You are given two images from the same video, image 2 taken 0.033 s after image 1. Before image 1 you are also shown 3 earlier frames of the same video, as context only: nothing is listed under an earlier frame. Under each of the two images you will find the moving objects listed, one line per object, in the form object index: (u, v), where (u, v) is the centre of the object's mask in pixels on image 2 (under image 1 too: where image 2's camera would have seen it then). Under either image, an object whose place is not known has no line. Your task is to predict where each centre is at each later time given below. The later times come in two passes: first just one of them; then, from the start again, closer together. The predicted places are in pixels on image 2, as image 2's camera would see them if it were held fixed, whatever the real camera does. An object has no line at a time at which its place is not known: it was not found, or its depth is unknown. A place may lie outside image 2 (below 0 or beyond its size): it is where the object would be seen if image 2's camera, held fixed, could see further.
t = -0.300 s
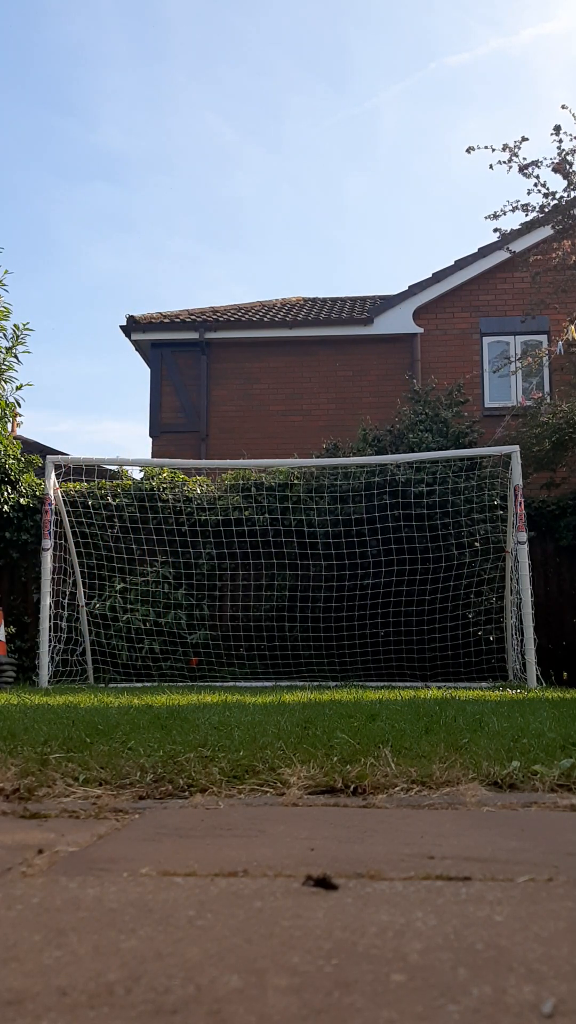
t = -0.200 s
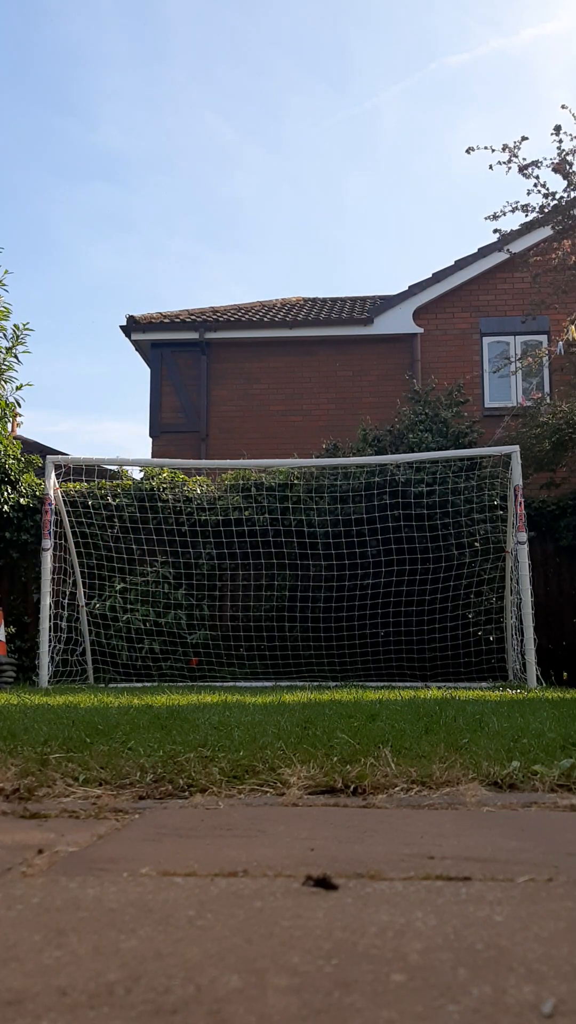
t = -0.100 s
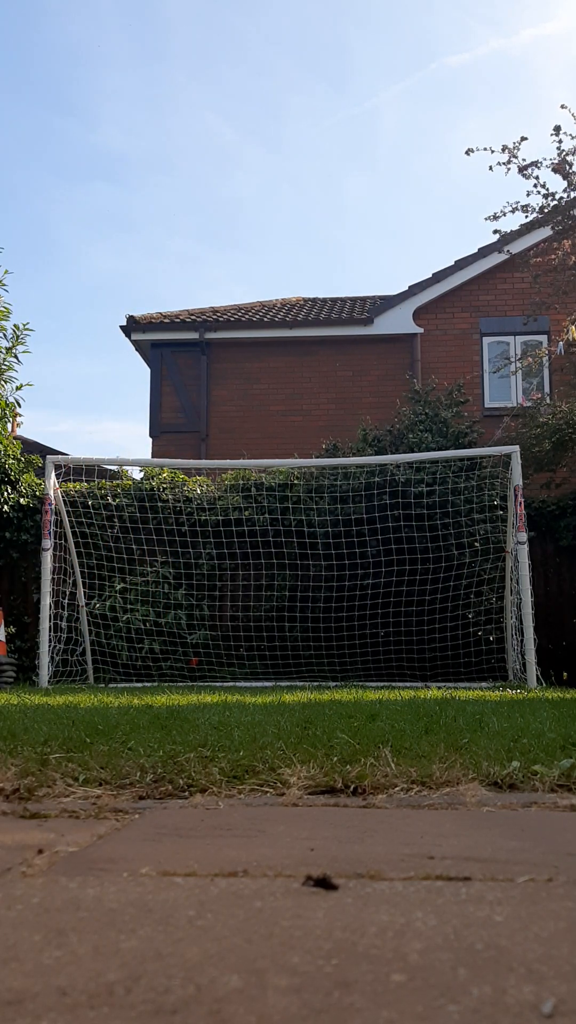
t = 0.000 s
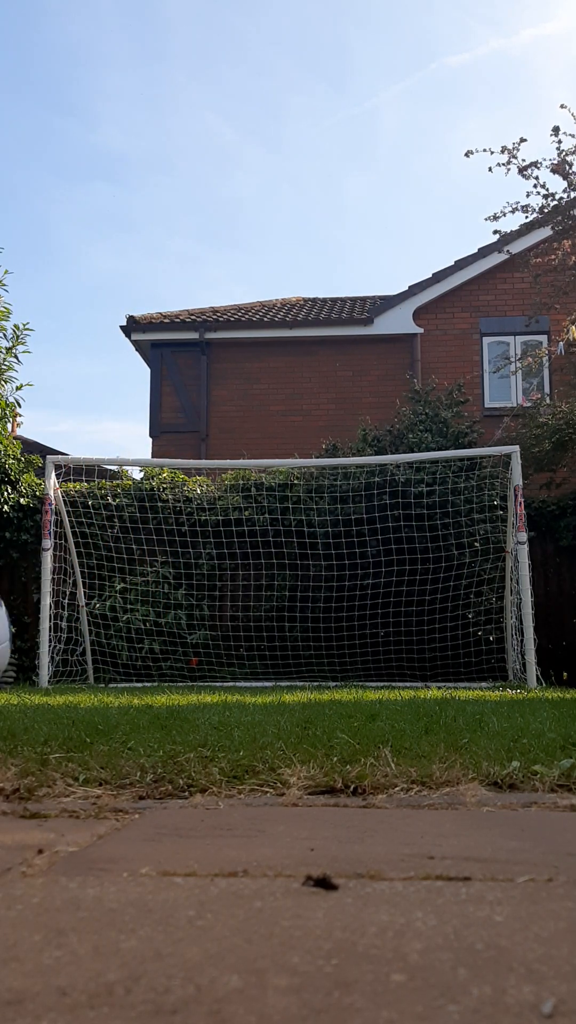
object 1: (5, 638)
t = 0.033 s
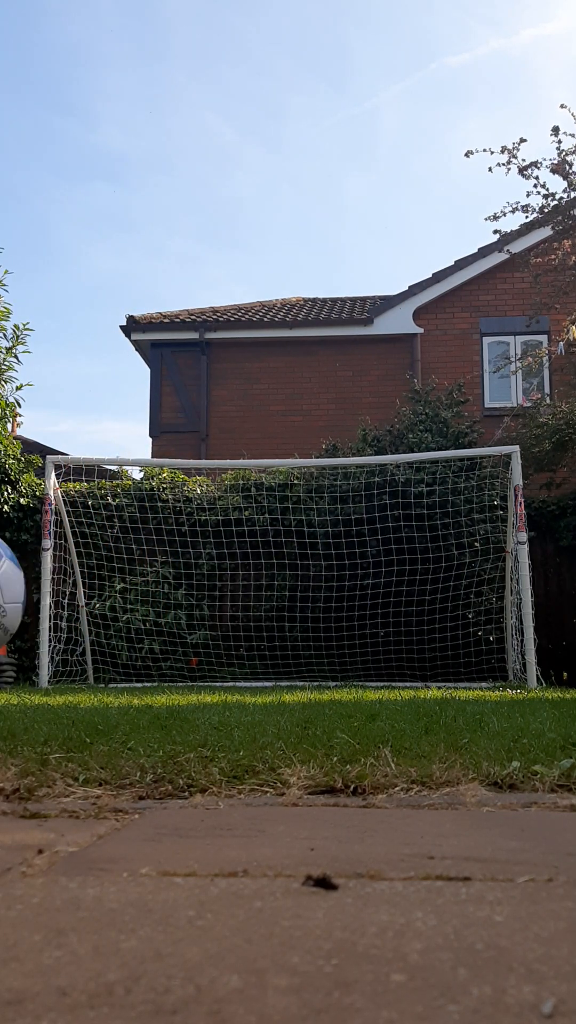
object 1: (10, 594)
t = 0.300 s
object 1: (53, 511)
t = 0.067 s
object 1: (16, 558)
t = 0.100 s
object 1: (21, 531)
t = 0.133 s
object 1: (26, 511)
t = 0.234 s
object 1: (42, 491)
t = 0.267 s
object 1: (47, 498)
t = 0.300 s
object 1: (53, 511)
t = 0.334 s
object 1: (59, 529)
